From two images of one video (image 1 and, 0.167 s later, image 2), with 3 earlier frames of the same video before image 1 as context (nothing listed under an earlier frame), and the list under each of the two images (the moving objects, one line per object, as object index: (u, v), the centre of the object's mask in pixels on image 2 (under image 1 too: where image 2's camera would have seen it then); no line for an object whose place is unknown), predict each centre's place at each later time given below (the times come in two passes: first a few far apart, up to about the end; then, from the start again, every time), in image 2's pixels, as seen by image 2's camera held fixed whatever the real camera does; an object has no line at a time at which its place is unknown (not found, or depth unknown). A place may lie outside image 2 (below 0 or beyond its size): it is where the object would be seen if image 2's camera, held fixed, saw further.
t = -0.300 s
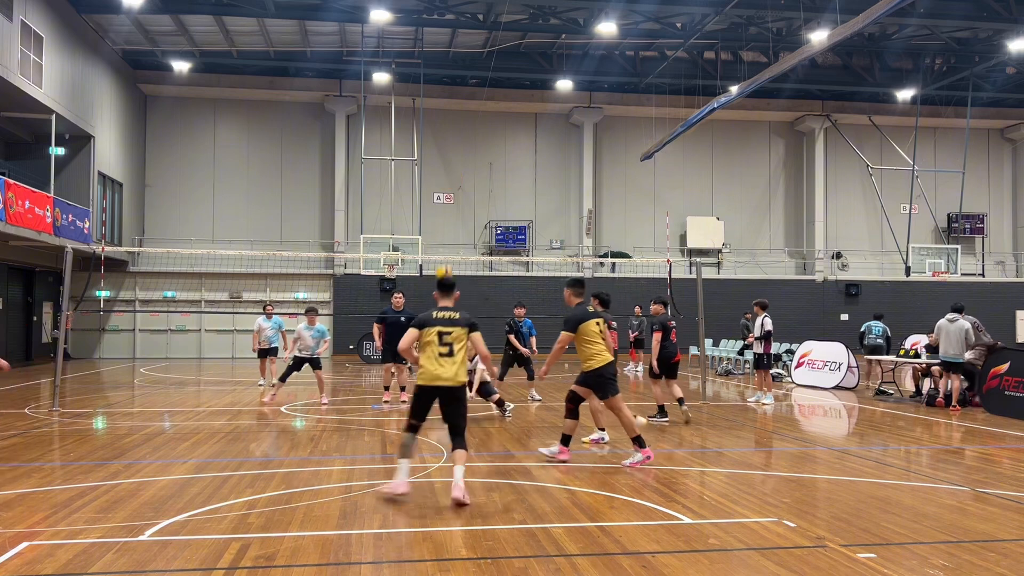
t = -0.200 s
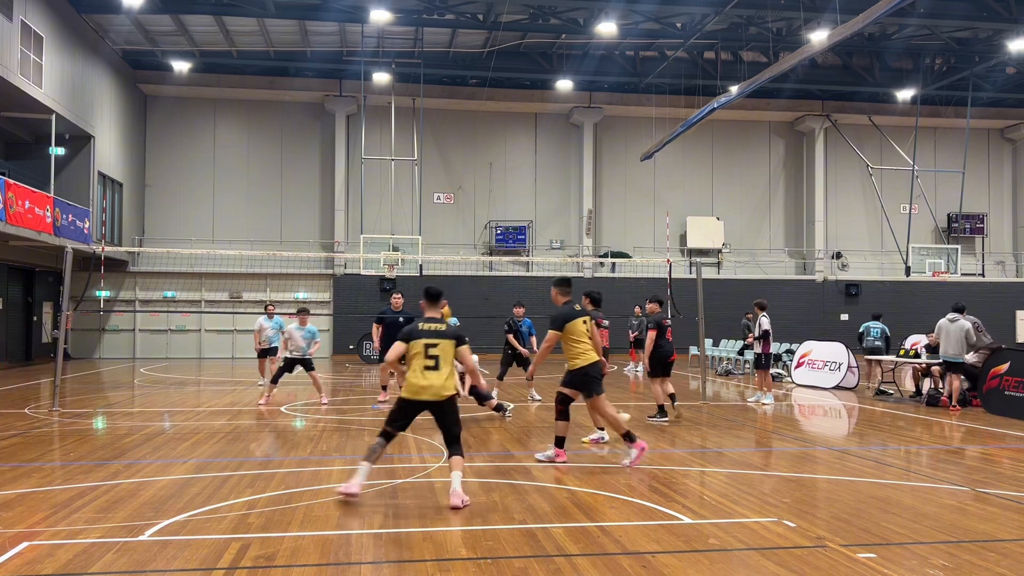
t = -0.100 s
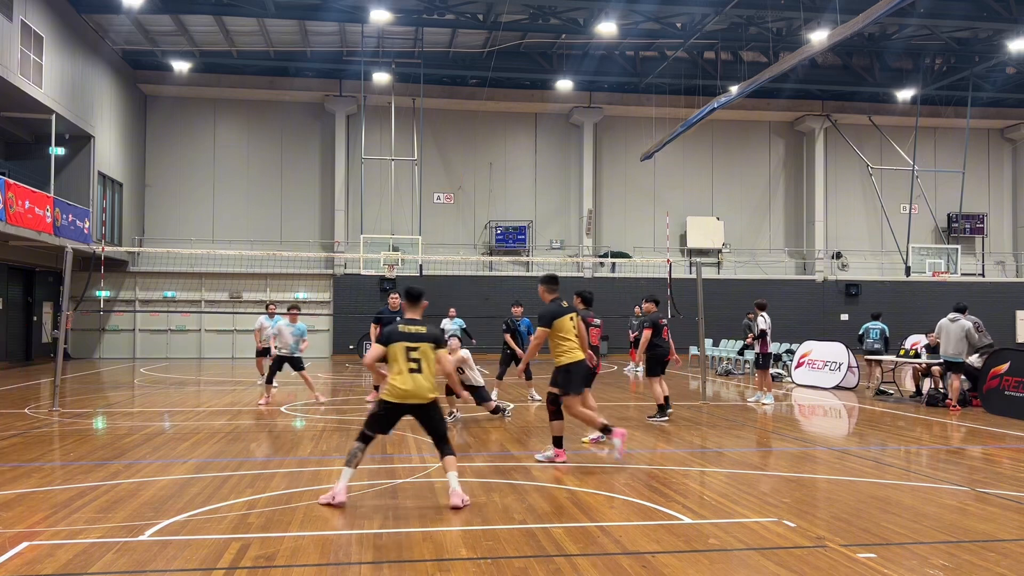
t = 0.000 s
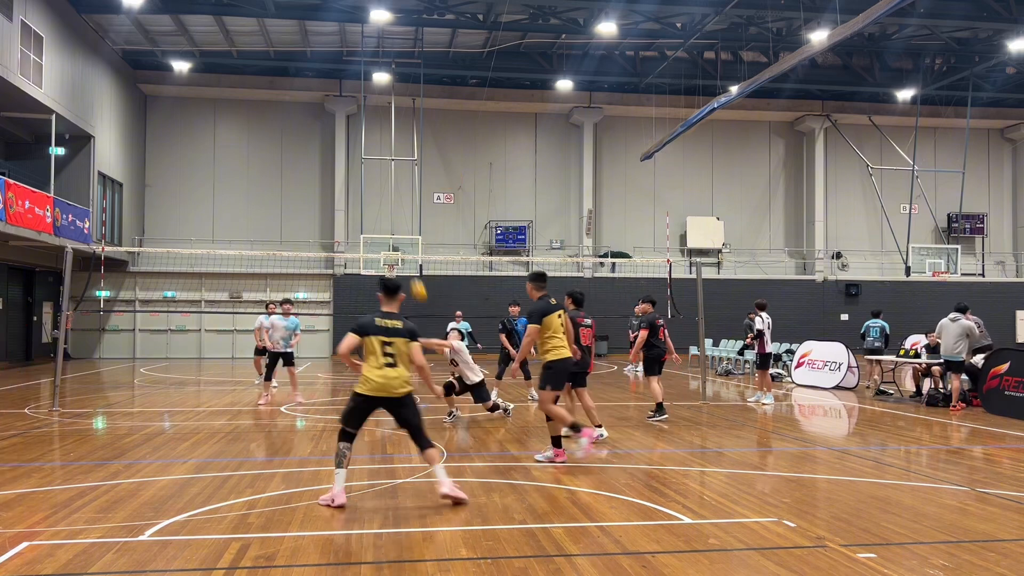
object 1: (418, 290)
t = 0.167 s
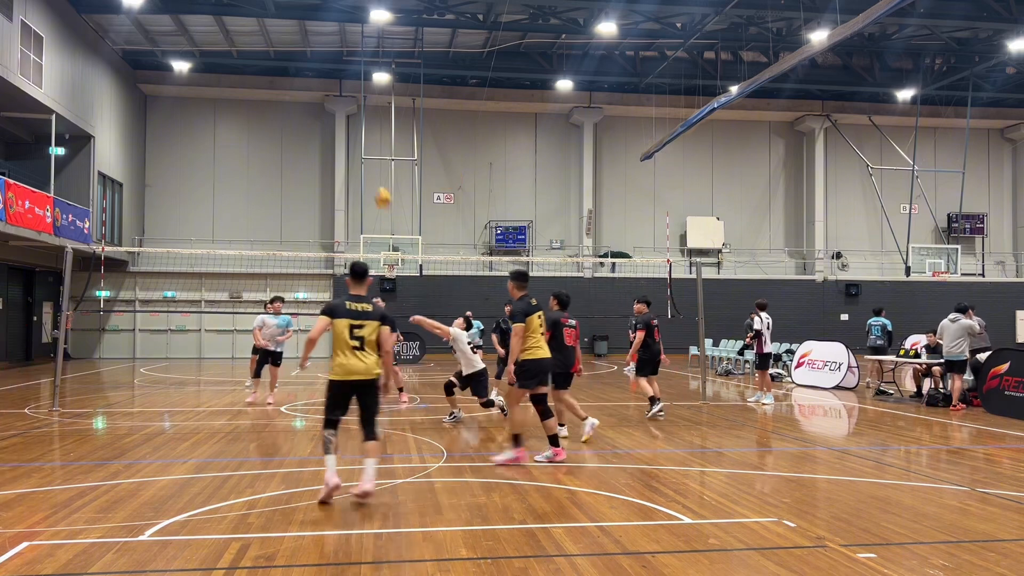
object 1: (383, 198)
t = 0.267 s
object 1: (361, 153)
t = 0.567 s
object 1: (299, 70)
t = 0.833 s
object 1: (247, 51)
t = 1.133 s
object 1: (188, 93)
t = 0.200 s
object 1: (375, 182)
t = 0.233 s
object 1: (368, 167)
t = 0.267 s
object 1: (361, 153)
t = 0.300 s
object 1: (354, 141)
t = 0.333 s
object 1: (347, 129)
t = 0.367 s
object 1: (340, 118)
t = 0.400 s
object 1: (333, 108)
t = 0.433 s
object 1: (326, 98)
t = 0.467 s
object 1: (320, 90)
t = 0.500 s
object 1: (313, 82)
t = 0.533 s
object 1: (306, 76)
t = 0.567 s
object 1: (299, 70)
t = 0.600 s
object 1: (293, 64)
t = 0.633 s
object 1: (286, 60)
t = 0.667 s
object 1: (280, 57)
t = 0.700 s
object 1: (273, 54)
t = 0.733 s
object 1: (266, 52)
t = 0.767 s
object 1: (260, 51)
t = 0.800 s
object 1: (253, 51)
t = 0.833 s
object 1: (247, 51)
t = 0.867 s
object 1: (240, 53)
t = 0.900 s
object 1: (234, 55)
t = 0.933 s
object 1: (227, 58)
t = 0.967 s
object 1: (220, 62)
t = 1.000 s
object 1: (214, 67)
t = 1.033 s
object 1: (208, 72)
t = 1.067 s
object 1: (201, 78)
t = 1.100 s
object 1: (195, 86)
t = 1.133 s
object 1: (188, 93)
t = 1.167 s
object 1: (182, 101)
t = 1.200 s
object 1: (175, 111)
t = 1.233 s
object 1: (169, 120)
